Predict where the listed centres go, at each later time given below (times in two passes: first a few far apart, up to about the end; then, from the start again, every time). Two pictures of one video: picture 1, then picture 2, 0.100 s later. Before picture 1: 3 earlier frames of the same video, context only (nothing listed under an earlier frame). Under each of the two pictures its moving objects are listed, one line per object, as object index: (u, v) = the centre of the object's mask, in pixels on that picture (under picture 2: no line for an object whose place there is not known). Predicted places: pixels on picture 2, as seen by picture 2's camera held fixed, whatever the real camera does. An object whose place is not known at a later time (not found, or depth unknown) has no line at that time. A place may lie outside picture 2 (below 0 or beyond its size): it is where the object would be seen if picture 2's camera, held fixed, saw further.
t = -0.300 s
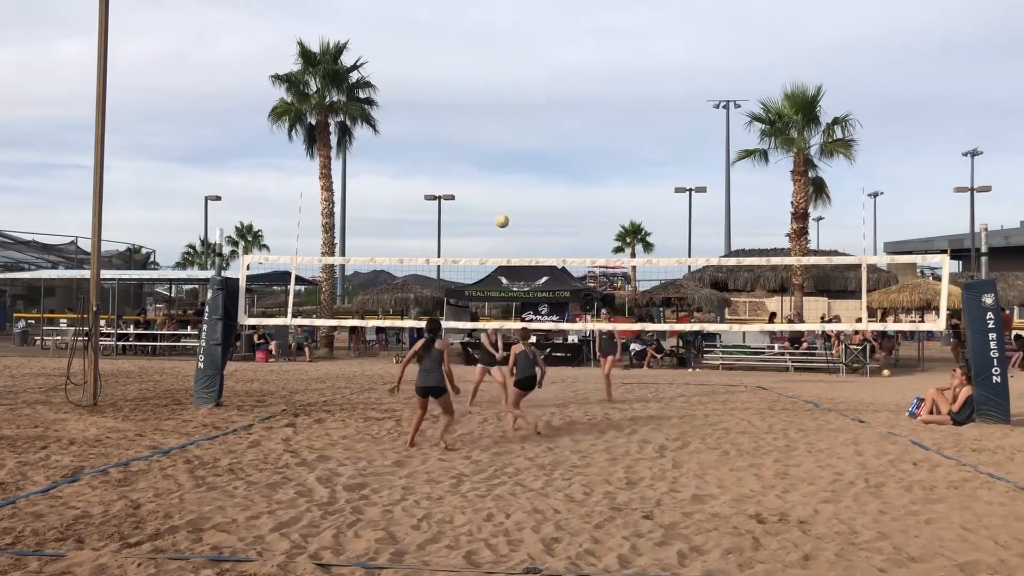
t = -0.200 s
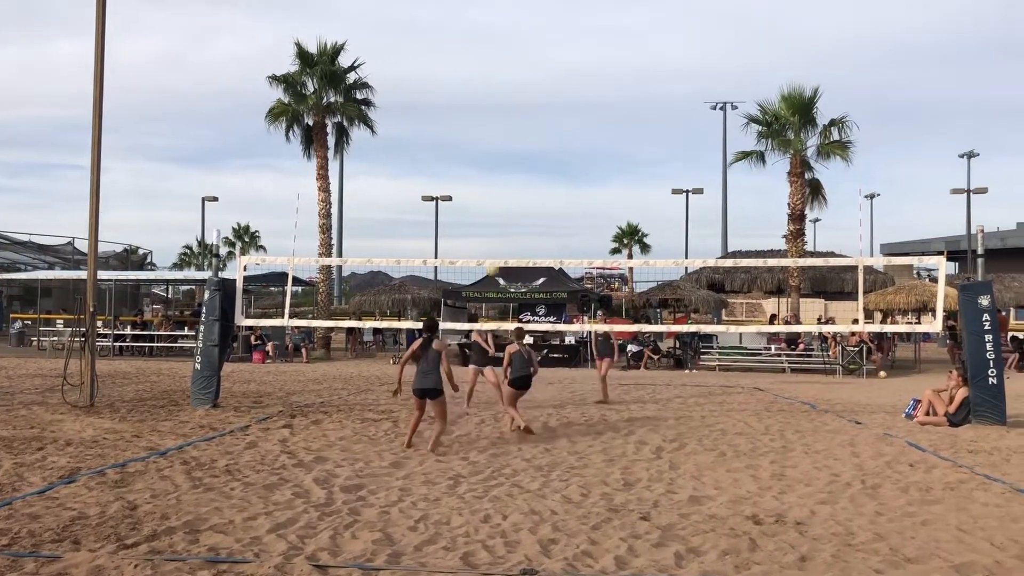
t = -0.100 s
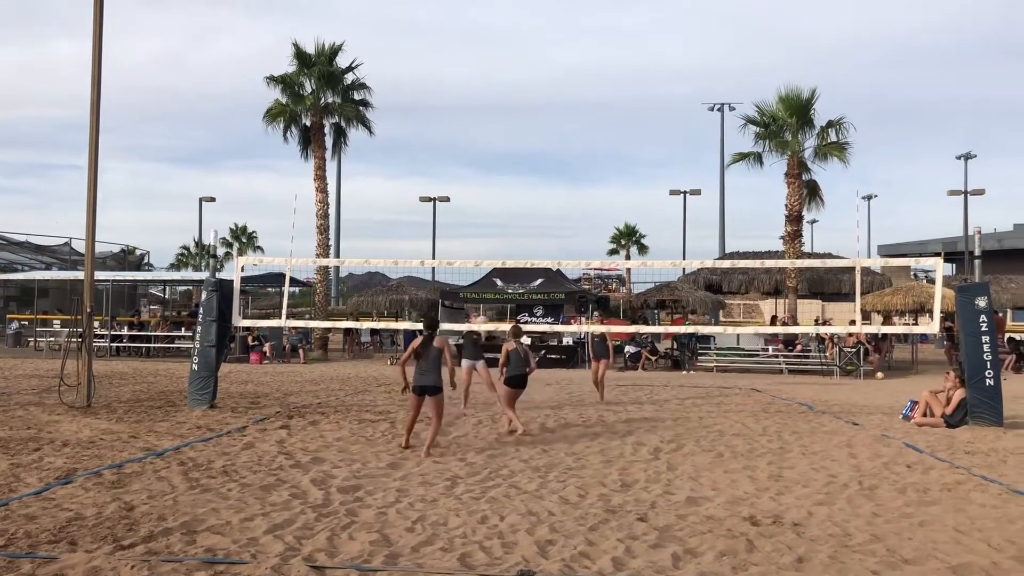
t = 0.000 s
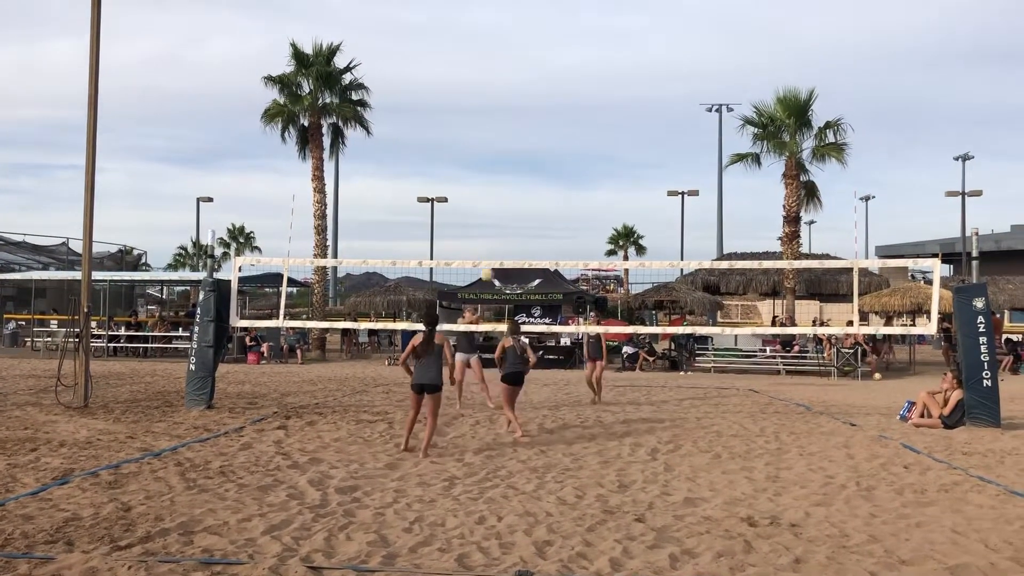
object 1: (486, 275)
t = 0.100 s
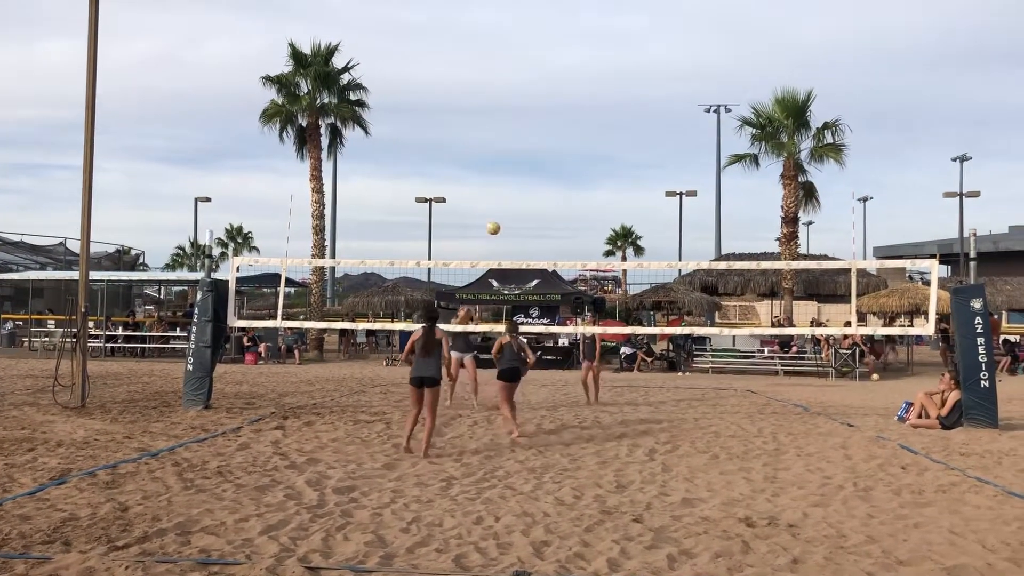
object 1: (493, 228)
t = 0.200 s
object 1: (502, 186)
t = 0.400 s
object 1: (518, 120)
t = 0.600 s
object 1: (535, 79)
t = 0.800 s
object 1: (552, 64)
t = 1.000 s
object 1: (571, 77)
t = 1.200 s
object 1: (590, 120)
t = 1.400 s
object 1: (607, 193)
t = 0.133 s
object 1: (496, 214)
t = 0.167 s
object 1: (499, 200)
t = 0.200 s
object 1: (502, 186)
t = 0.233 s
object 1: (504, 173)
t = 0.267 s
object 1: (506, 162)
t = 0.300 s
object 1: (509, 150)
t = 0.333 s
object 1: (512, 139)
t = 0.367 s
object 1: (515, 130)
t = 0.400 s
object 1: (518, 120)
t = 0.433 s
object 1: (521, 111)
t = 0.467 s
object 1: (523, 103)
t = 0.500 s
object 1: (526, 96)
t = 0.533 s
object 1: (529, 90)
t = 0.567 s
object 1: (532, 84)
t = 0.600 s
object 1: (535, 79)
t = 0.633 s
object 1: (538, 75)
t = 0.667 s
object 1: (541, 71)
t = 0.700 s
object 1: (543, 68)
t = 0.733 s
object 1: (546, 66)
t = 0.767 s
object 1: (549, 65)
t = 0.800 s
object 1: (552, 64)
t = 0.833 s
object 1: (556, 64)
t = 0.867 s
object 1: (559, 65)
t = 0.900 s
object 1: (562, 67)
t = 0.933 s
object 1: (565, 70)
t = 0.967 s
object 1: (568, 73)
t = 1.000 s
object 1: (571, 77)
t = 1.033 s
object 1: (574, 82)
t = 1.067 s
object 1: (577, 88)
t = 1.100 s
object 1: (580, 94)
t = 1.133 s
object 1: (583, 103)
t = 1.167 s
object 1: (586, 110)
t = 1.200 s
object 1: (590, 120)
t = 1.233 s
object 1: (593, 130)
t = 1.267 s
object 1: (595, 141)
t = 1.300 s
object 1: (598, 153)
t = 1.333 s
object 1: (601, 166)
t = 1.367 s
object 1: (604, 179)
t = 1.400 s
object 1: (607, 193)
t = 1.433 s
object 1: (610, 208)
